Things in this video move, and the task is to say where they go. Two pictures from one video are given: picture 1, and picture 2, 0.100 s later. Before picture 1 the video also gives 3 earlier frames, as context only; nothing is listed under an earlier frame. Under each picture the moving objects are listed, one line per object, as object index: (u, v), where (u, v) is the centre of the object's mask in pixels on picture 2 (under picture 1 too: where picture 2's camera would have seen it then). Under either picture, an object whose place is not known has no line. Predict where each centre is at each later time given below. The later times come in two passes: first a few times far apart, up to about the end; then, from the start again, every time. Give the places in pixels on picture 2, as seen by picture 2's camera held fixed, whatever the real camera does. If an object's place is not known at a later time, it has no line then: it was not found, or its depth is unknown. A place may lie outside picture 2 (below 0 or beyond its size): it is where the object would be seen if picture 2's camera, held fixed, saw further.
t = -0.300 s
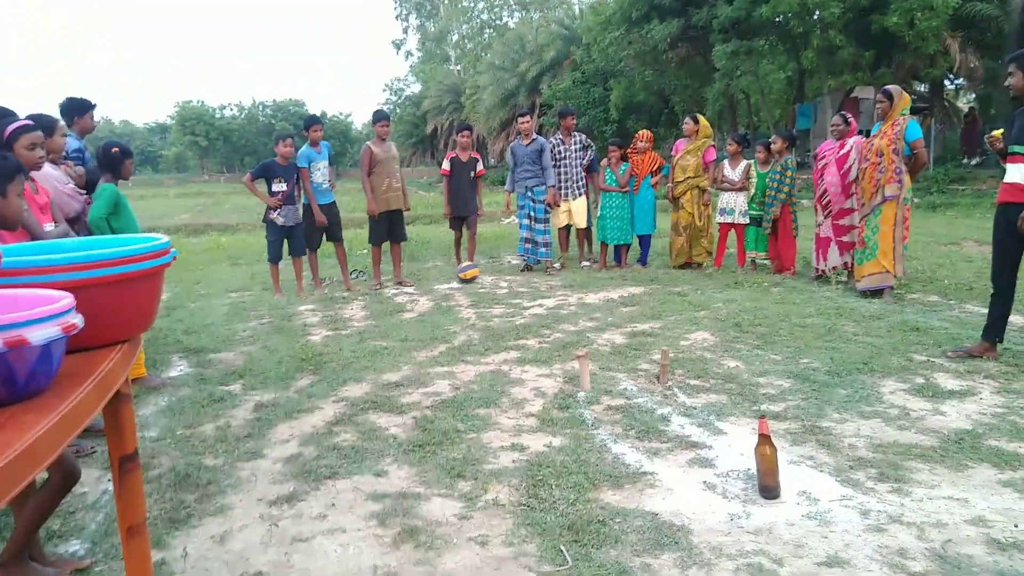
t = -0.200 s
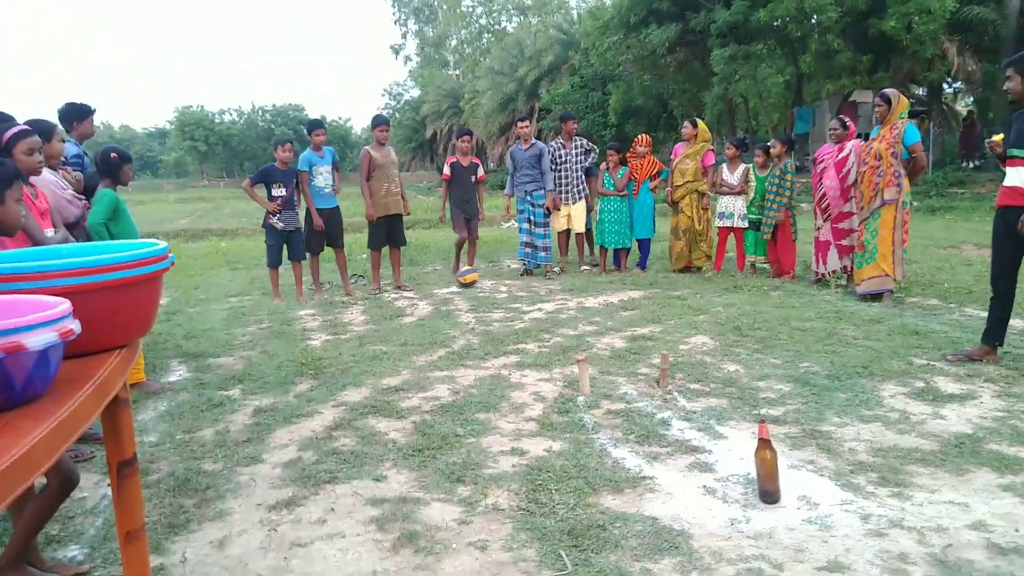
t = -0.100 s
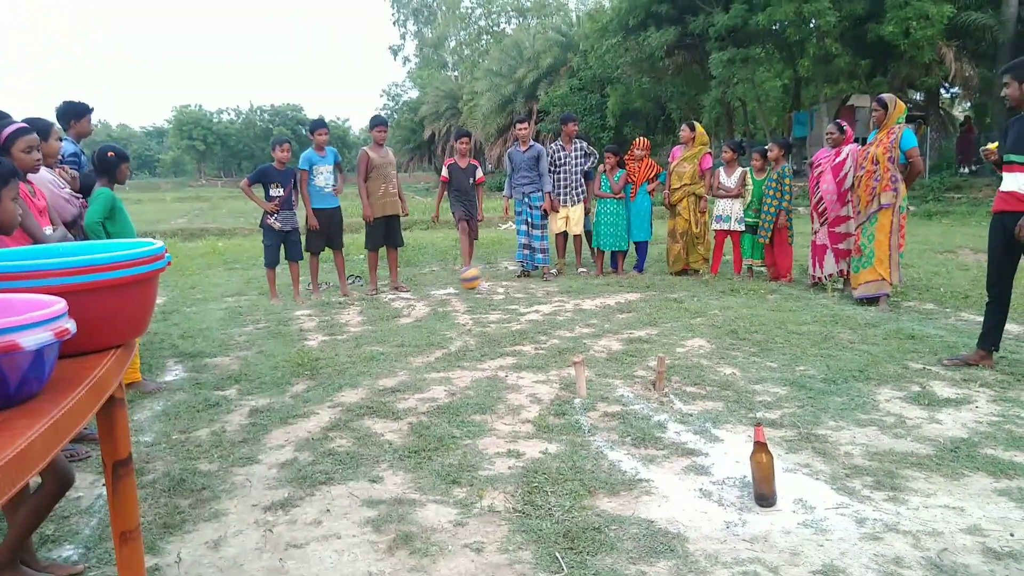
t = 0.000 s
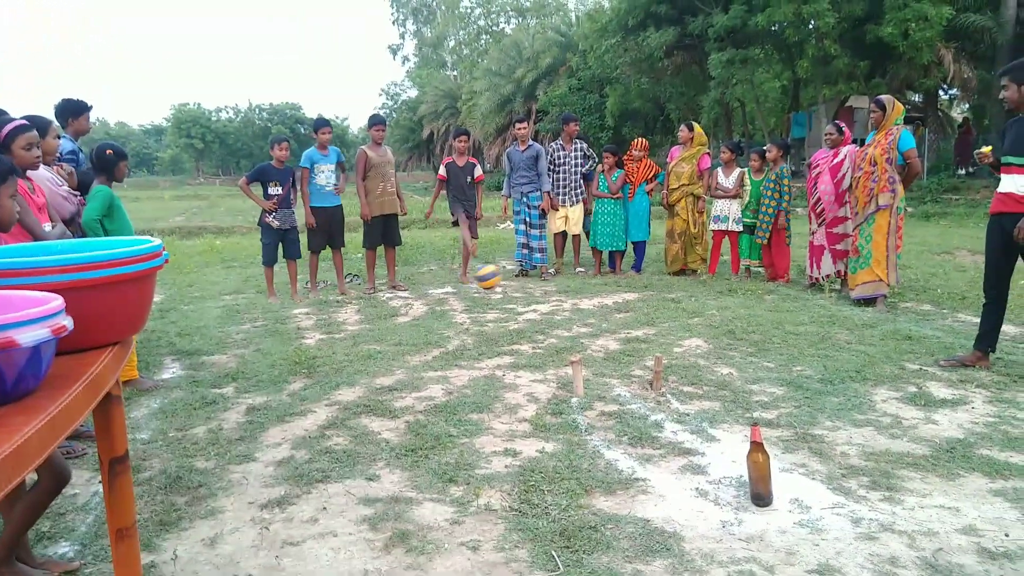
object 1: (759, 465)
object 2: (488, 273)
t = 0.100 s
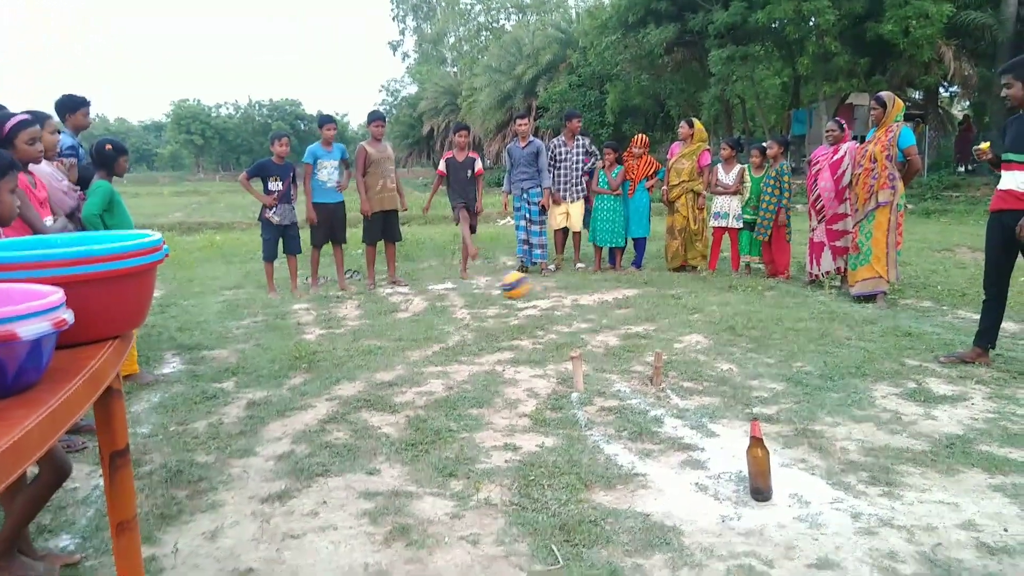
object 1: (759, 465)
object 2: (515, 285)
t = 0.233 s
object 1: (759, 465)
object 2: (560, 328)
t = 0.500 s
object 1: (758, 465)
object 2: (648, 362)
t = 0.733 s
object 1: (765, 474)
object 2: (754, 403)
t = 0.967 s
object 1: (807, 534)
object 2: (802, 293)
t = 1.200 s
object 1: (810, 541)
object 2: (850, 342)
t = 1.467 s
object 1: (810, 541)
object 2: (933, 473)
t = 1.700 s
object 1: (814, 540)
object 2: (1052, 428)
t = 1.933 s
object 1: (820, 538)
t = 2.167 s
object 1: (820, 538)
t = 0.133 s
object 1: (758, 465)
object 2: (524, 290)
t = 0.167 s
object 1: (758, 465)
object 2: (536, 302)
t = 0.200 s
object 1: (759, 465)
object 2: (548, 316)
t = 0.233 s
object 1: (759, 465)
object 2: (560, 328)
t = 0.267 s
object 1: (759, 465)
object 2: (573, 342)
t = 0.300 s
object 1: (759, 464)
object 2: (582, 338)
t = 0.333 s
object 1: (759, 465)
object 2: (591, 336)
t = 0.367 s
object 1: (759, 464)
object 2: (602, 338)
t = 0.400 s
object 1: (759, 464)
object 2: (613, 341)
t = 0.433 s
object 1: (759, 465)
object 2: (623, 345)
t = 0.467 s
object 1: (759, 465)
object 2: (637, 353)
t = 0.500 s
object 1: (758, 465)
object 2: (648, 362)
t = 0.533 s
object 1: (759, 465)
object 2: (663, 378)
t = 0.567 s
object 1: (758, 465)
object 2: (678, 393)
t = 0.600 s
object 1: (759, 465)
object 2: (695, 414)
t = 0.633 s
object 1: (758, 465)
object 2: (714, 433)
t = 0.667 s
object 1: (759, 465)
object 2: (726, 428)
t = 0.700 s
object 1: (759, 466)
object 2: (743, 426)
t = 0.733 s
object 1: (765, 474)
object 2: (754, 403)
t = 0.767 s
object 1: (768, 484)
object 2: (760, 381)
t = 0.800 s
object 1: (777, 492)
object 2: (766, 360)
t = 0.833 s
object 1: (789, 513)
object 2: (773, 340)
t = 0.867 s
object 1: (795, 521)
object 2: (780, 324)
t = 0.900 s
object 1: (798, 526)
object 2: (787, 310)
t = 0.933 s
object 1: (803, 530)
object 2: (795, 300)
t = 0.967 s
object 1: (807, 534)
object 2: (802, 293)
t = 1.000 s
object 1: (809, 537)
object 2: (809, 290)
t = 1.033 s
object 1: (812, 539)
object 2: (816, 290)
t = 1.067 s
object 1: (812, 540)
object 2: (823, 293)
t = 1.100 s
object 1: (812, 540)
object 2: (829, 299)
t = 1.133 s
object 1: (811, 540)
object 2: (837, 311)
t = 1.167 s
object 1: (811, 541)
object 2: (844, 325)
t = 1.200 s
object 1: (810, 541)
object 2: (850, 342)
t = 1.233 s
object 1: (809, 541)
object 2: (857, 366)
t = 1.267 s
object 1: (809, 541)
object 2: (865, 391)
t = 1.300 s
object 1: (809, 541)
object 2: (871, 426)
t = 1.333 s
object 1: (809, 541)
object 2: (879, 463)
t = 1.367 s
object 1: (809, 541)
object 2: (885, 509)
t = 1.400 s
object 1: (809, 541)
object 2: (897, 519)
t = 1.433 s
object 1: (810, 541)
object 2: (916, 494)
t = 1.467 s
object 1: (810, 541)
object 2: (933, 473)
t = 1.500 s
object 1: (810, 541)
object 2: (952, 454)
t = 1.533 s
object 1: (811, 541)
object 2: (969, 441)
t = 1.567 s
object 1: (812, 541)
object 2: (990, 431)
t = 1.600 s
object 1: (812, 540)
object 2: (1010, 425)
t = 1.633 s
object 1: (813, 540)
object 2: (1028, 422)
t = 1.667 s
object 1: (814, 540)
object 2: (1041, 423)
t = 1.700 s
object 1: (814, 540)
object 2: (1052, 428)
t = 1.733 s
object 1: (815, 540)
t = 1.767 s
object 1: (816, 540)
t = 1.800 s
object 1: (817, 539)
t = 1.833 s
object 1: (818, 539)
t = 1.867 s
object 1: (819, 539)
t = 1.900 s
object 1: (819, 539)
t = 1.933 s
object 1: (820, 538)
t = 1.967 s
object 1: (820, 538)
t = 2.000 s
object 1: (820, 538)
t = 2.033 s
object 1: (820, 538)
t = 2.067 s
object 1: (821, 538)
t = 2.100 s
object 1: (821, 538)
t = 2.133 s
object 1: (820, 538)
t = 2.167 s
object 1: (820, 538)
